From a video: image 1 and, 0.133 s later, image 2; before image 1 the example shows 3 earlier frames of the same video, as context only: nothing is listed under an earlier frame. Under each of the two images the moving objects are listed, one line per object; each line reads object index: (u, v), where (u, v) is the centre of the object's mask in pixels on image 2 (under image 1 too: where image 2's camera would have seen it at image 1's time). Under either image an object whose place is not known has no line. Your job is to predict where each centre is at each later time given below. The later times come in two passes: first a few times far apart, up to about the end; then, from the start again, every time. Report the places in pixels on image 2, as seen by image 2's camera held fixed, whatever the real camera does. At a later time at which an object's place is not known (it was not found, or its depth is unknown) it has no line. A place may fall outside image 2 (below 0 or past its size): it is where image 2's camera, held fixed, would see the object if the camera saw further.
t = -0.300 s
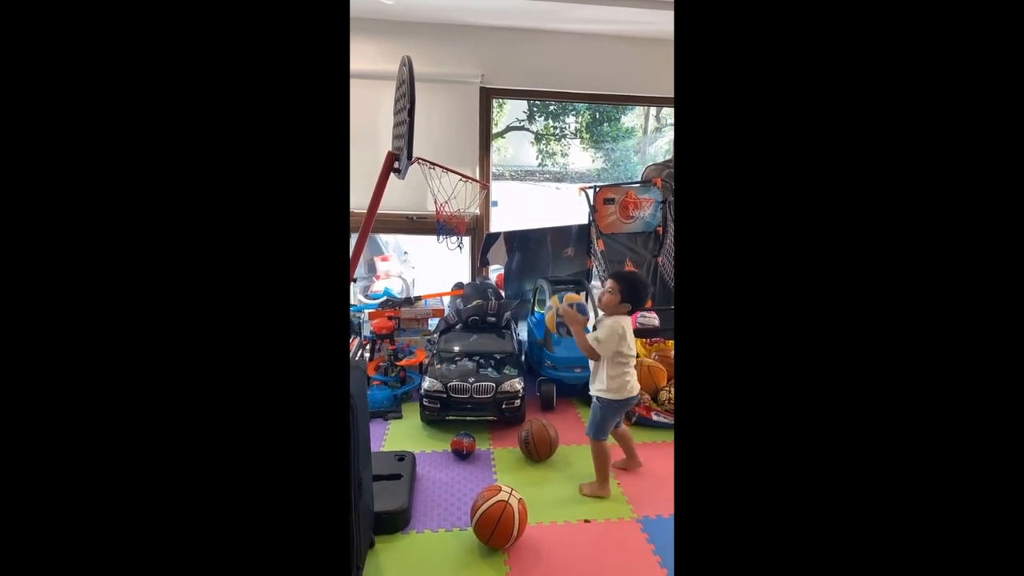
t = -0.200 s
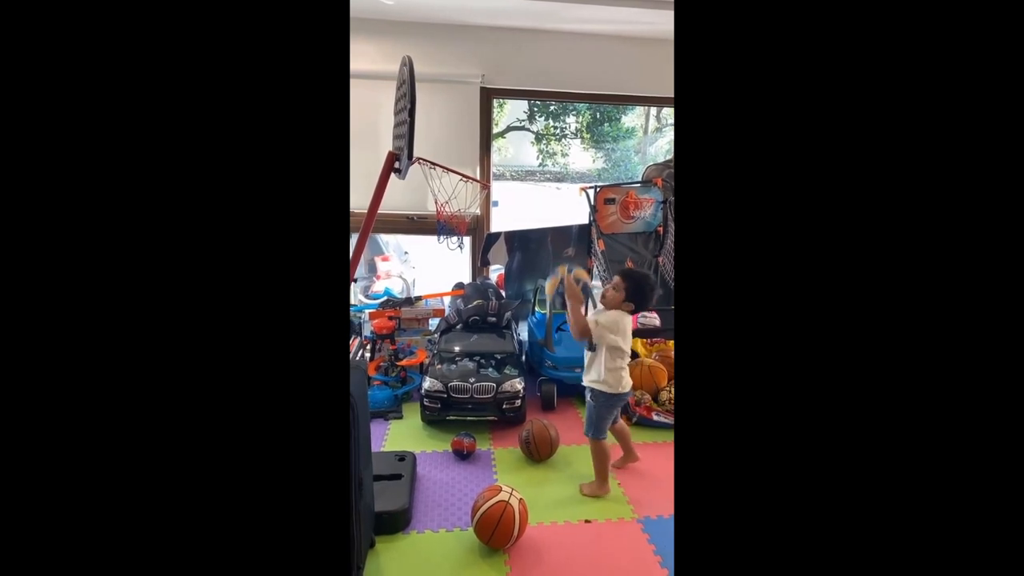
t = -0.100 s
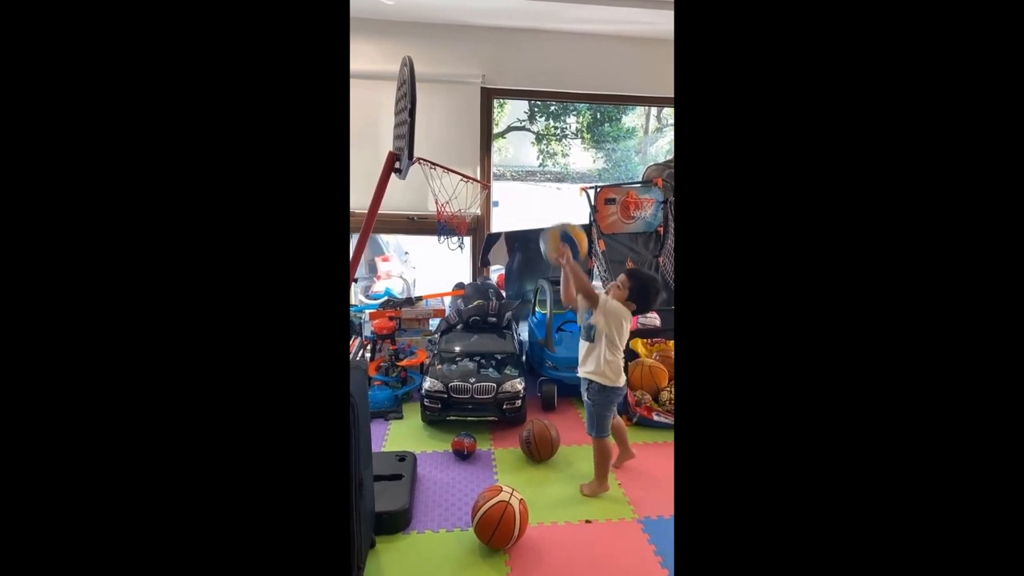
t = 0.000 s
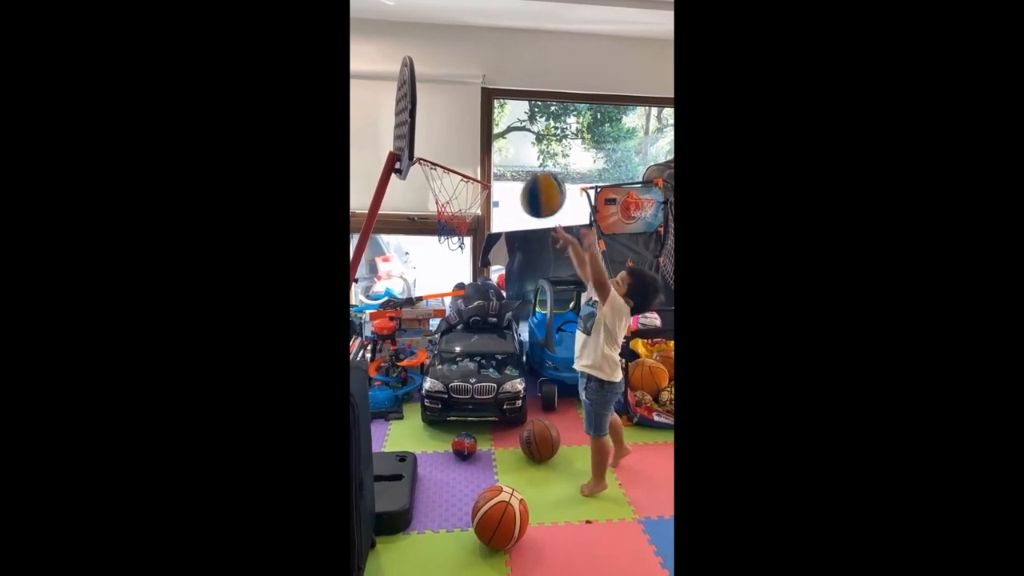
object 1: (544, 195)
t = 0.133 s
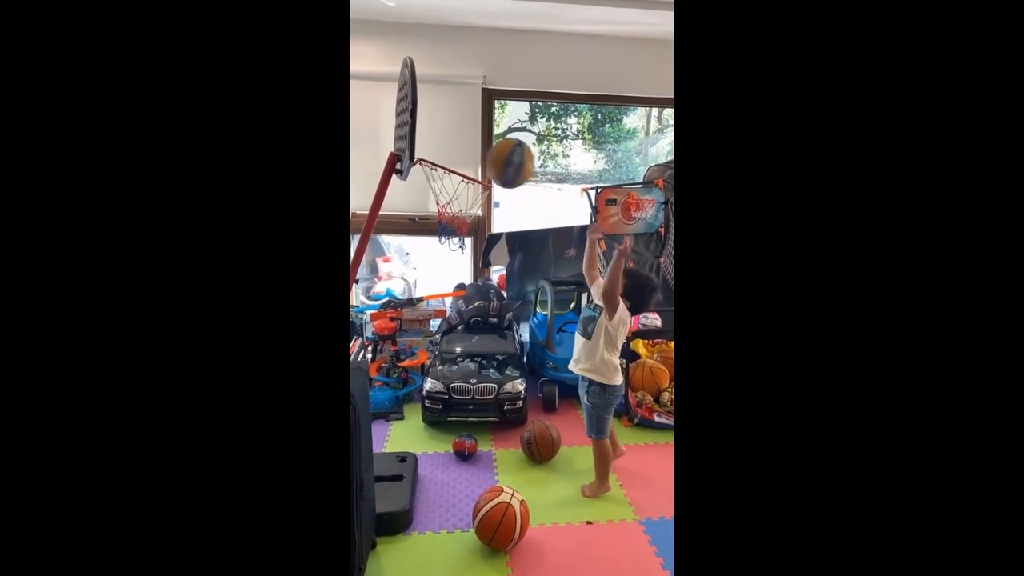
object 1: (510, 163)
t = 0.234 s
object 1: (490, 159)
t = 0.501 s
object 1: (489, 159)
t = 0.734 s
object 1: (508, 168)
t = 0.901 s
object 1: (530, 224)
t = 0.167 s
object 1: (501, 160)
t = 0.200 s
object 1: (493, 160)
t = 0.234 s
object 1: (490, 159)
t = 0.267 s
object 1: (489, 156)
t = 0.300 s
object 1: (488, 154)
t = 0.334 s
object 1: (487, 155)
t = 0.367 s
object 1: (486, 157)
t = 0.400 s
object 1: (486, 158)
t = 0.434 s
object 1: (487, 157)
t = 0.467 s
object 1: (488, 157)
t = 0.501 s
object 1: (489, 159)
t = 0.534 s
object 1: (490, 160)
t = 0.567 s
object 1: (492, 160)
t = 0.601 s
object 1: (494, 160)
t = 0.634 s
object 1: (496, 161)
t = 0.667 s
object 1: (500, 163)
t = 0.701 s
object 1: (503, 165)
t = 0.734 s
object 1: (508, 168)
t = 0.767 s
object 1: (513, 174)
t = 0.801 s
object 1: (517, 183)
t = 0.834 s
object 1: (522, 194)
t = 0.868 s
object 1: (526, 207)
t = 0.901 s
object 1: (530, 224)
